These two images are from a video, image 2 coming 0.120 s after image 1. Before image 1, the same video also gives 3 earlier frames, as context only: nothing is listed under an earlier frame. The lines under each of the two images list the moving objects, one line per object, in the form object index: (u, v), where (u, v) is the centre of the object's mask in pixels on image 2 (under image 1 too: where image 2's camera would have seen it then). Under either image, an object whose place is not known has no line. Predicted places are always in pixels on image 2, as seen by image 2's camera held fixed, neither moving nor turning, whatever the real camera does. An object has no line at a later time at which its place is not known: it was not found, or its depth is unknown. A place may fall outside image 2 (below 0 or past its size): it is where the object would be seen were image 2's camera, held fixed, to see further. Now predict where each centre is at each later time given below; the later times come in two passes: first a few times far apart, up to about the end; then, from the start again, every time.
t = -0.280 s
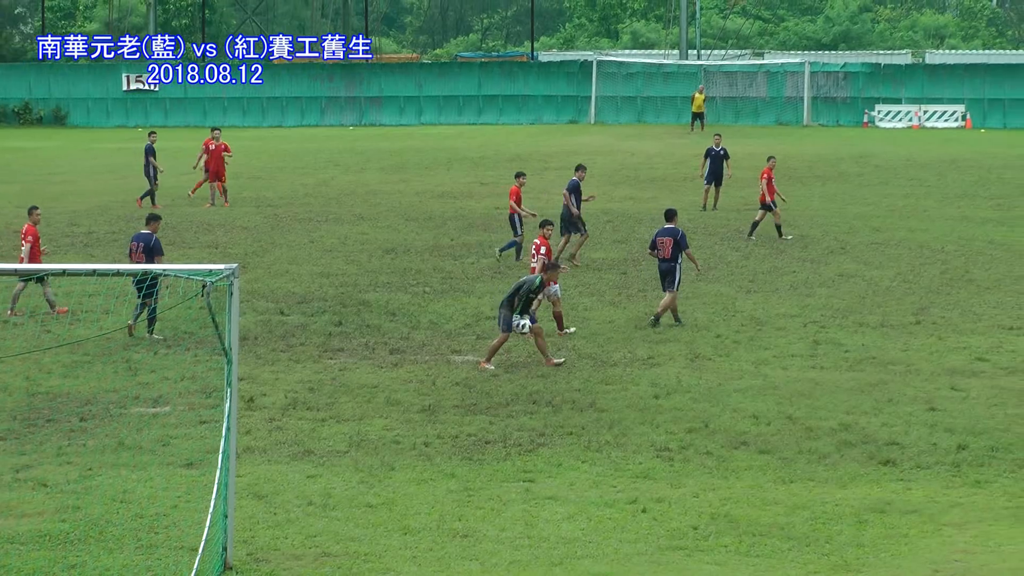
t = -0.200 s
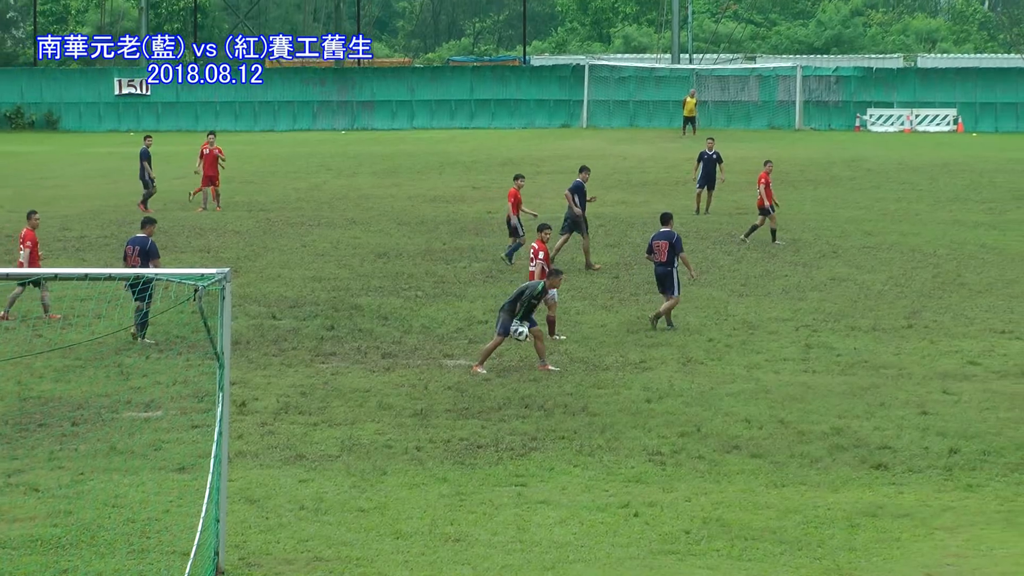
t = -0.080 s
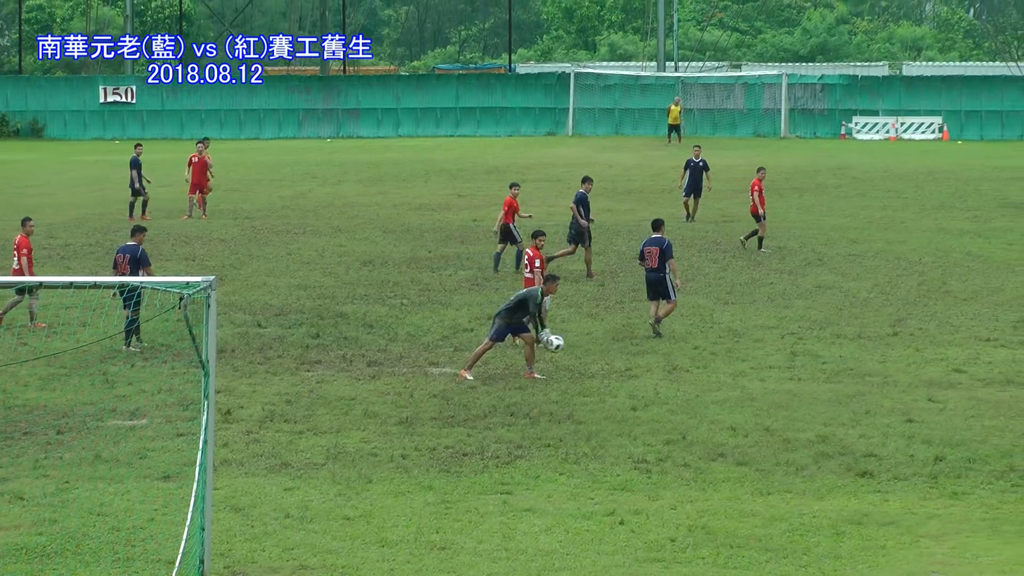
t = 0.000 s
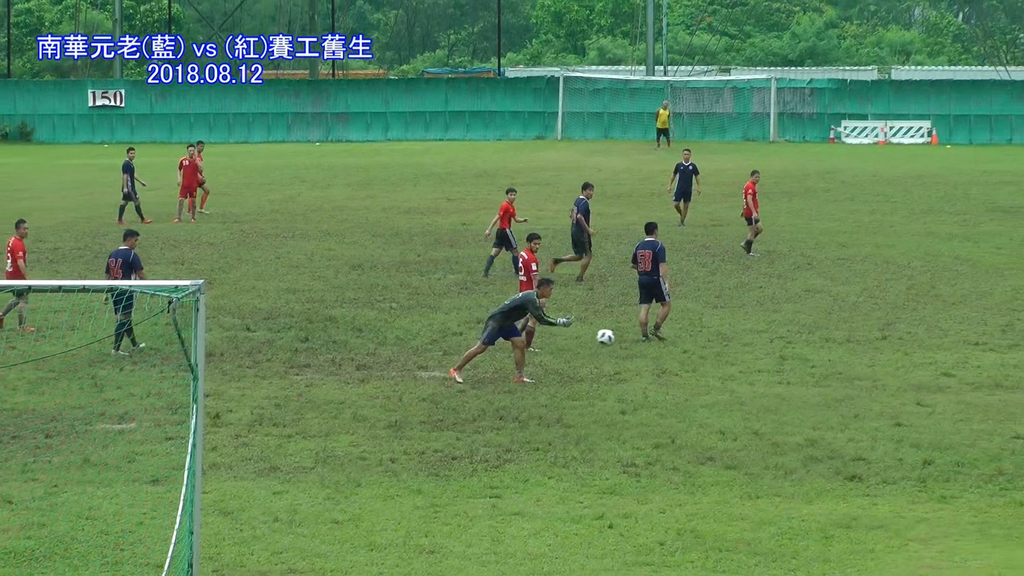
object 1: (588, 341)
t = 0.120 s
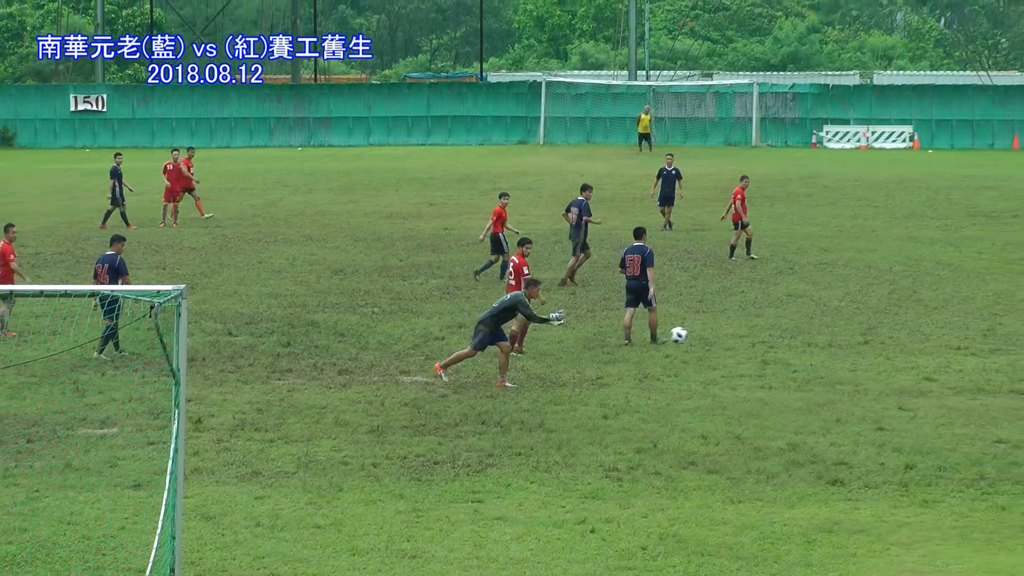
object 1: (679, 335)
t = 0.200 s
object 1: (739, 337)
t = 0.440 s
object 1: (922, 372)
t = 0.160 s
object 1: (709, 335)
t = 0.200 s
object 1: (739, 337)
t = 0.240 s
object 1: (770, 340)
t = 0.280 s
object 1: (800, 344)
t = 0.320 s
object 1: (830, 349)
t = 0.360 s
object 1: (860, 355)
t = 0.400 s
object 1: (891, 362)
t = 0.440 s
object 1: (922, 372)
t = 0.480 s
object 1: (953, 382)
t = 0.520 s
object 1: (983, 390)
